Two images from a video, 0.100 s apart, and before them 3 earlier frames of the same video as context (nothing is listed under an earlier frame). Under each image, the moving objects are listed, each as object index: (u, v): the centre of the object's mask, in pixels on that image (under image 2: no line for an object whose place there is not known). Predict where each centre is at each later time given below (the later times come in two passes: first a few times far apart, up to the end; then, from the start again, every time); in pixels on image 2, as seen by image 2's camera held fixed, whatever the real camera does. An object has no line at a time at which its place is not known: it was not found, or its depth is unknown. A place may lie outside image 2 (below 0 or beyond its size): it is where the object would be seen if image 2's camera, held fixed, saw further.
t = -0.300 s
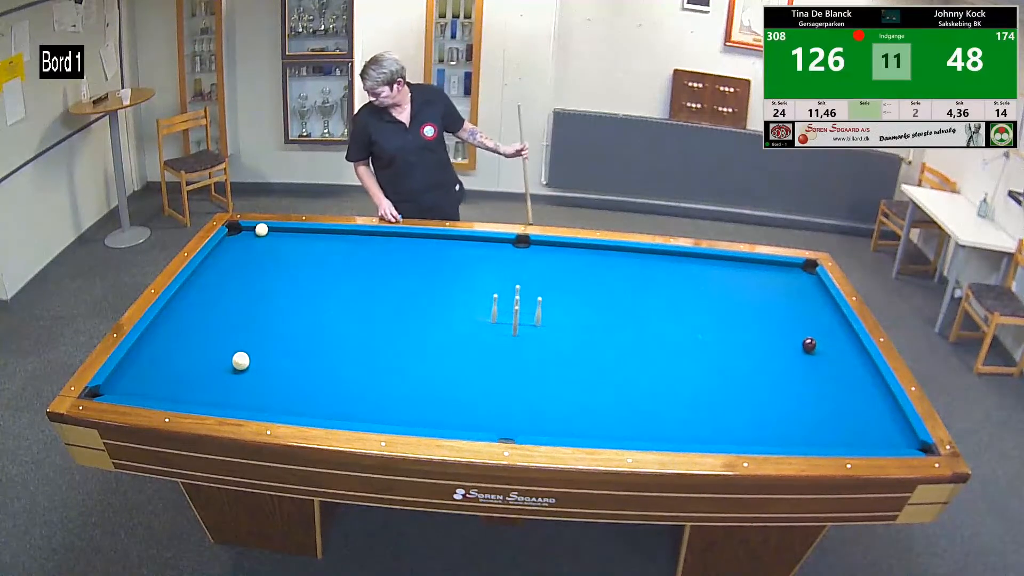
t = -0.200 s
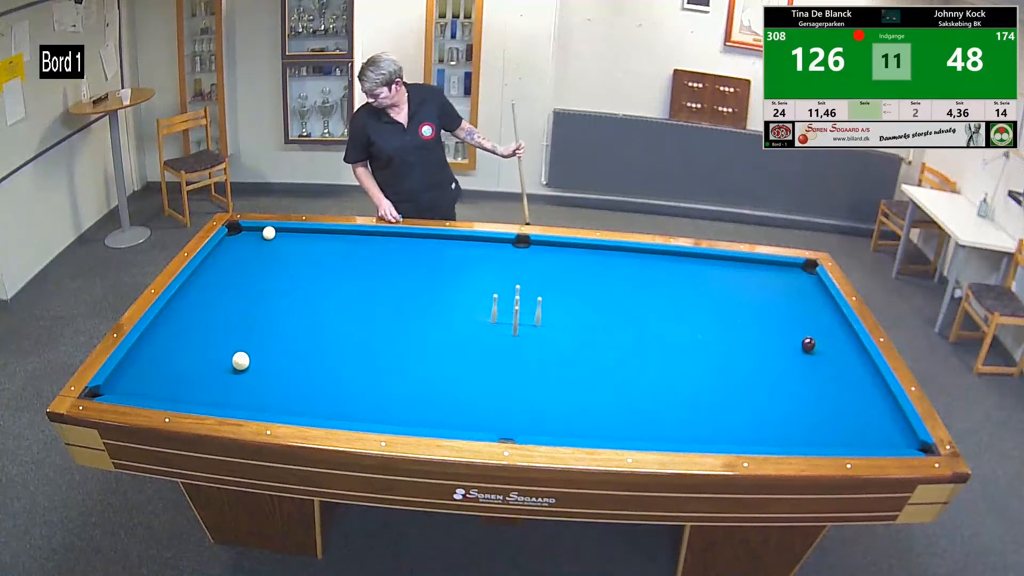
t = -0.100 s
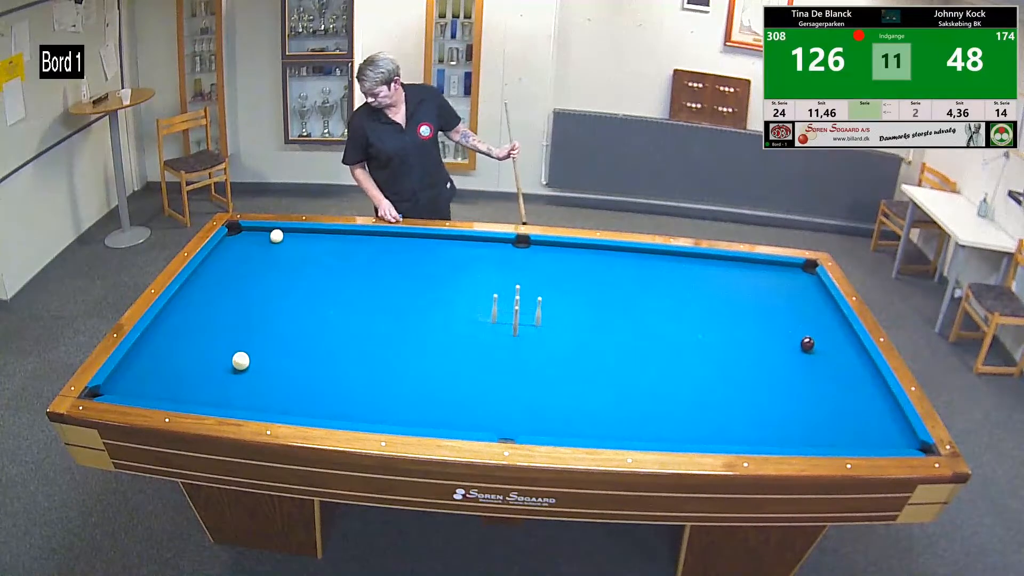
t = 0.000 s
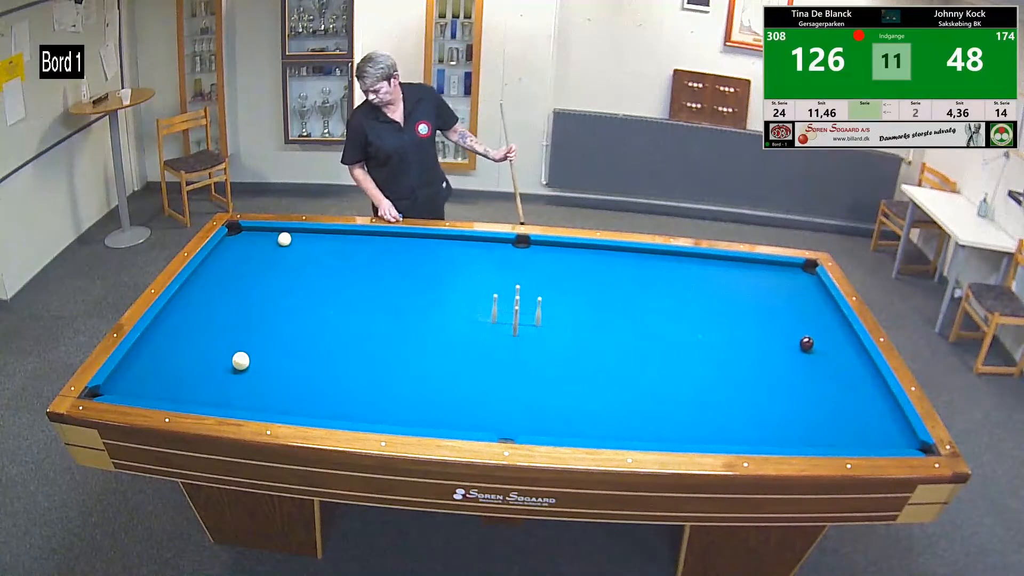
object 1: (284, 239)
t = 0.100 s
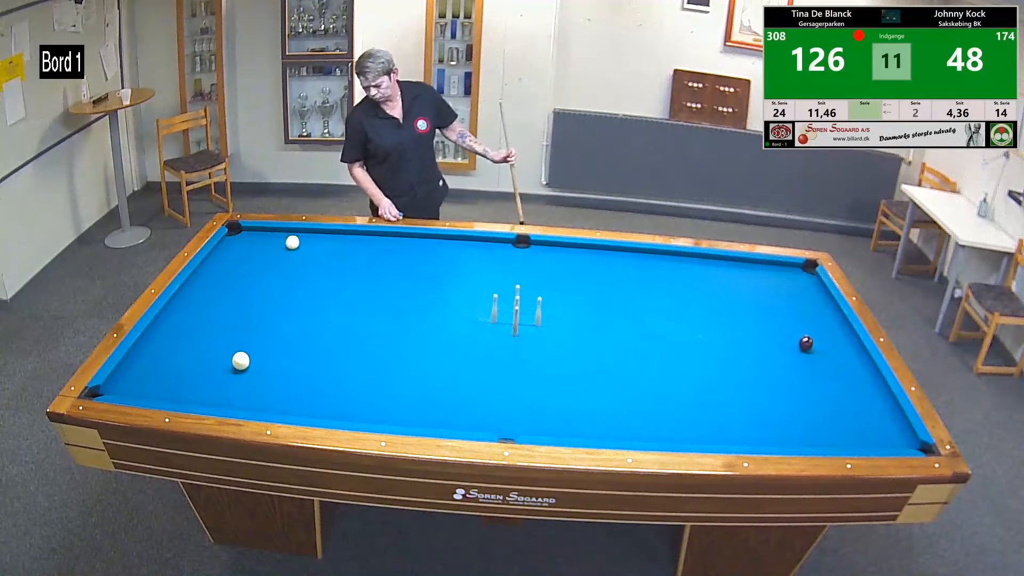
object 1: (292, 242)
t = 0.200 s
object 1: (300, 246)
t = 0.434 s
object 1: (320, 253)
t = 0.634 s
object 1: (337, 260)
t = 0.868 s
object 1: (358, 268)
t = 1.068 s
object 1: (376, 276)
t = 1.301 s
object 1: (398, 285)
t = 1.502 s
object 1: (417, 292)
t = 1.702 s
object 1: (436, 300)
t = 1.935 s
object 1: (460, 309)
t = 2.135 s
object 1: (480, 318)
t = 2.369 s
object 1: (504, 328)
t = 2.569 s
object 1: (523, 336)
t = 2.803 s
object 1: (546, 345)
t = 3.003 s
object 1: (565, 353)
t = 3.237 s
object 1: (587, 364)
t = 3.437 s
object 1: (607, 372)
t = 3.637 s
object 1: (626, 380)
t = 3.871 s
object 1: (647, 389)
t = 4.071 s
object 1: (666, 398)
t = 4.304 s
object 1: (687, 407)
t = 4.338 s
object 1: (690, 408)
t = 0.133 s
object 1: (295, 243)
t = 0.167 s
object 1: (298, 245)
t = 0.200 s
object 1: (300, 246)
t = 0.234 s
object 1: (303, 247)
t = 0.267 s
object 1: (306, 248)
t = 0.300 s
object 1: (309, 249)
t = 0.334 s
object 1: (311, 250)
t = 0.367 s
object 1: (314, 251)
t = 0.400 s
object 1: (317, 252)
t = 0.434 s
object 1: (320, 253)
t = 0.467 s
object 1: (323, 254)
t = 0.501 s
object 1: (325, 255)
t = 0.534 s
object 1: (328, 257)
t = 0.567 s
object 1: (331, 258)
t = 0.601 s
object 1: (334, 259)
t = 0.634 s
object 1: (337, 260)
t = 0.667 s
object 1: (340, 261)
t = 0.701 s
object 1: (343, 263)
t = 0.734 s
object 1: (346, 264)
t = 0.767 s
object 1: (349, 265)
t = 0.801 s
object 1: (352, 266)
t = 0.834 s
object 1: (355, 267)
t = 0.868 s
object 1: (358, 268)
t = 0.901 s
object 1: (361, 270)
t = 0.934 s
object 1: (364, 271)
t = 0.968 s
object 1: (367, 272)
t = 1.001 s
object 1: (370, 273)
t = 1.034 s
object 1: (373, 274)
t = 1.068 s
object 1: (376, 276)
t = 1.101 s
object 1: (379, 277)
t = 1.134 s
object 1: (382, 278)
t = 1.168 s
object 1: (385, 279)
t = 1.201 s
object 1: (388, 281)
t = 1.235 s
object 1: (391, 282)
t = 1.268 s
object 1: (395, 283)
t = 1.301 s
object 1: (398, 285)
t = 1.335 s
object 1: (401, 286)
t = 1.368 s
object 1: (404, 287)
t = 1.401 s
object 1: (407, 288)
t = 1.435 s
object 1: (410, 290)
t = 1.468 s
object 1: (414, 291)
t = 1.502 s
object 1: (417, 292)
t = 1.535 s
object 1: (420, 294)
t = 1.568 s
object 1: (423, 295)
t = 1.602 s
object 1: (427, 296)
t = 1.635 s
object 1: (430, 297)
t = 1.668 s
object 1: (433, 299)
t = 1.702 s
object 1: (436, 300)
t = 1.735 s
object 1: (440, 302)
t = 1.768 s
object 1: (443, 303)
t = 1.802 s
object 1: (446, 304)
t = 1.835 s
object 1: (450, 306)
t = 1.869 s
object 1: (453, 307)
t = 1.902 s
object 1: (456, 308)
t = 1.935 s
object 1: (460, 309)
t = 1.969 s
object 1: (463, 311)
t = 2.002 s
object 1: (466, 312)
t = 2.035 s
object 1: (470, 314)
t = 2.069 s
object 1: (473, 315)
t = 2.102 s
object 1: (476, 317)
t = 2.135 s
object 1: (480, 318)
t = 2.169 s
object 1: (483, 319)
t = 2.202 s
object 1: (486, 321)
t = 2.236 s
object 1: (490, 322)
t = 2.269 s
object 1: (494, 323)
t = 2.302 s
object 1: (497, 325)
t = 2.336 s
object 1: (500, 326)
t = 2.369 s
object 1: (504, 328)
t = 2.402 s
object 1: (507, 329)
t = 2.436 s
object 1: (510, 330)
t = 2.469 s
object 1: (513, 332)
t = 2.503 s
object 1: (516, 333)
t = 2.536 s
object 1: (520, 334)
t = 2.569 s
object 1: (523, 336)
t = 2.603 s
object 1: (526, 337)
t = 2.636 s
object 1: (530, 339)
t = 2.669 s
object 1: (533, 340)
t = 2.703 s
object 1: (536, 341)
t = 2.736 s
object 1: (539, 343)
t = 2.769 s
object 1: (542, 344)
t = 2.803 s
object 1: (546, 345)
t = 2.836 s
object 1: (549, 347)
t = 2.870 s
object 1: (552, 348)
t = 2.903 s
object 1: (555, 349)
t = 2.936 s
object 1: (558, 351)
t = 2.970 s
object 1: (561, 352)
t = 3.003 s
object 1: (565, 353)
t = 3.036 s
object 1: (568, 355)
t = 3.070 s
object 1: (571, 356)
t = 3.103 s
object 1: (574, 358)
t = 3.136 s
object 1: (578, 359)
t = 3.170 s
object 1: (581, 361)
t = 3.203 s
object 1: (584, 362)
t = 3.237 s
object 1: (587, 364)
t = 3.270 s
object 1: (591, 365)
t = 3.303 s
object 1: (594, 366)
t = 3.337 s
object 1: (597, 368)
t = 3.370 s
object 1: (600, 369)
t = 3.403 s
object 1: (603, 370)
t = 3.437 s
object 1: (607, 372)
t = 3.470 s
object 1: (610, 373)
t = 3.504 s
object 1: (613, 374)
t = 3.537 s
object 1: (616, 376)
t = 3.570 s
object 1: (619, 377)
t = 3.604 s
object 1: (622, 379)
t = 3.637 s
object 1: (626, 380)
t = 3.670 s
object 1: (629, 381)
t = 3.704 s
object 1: (632, 383)
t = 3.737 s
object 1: (635, 384)
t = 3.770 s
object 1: (638, 385)
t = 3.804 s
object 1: (641, 387)
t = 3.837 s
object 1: (644, 388)
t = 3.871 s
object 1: (647, 389)
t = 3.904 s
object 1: (650, 391)
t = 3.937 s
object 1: (653, 392)
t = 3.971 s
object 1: (656, 393)
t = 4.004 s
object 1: (660, 395)
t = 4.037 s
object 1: (662, 396)
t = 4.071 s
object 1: (666, 398)
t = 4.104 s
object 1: (669, 399)
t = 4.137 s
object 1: (671, 400)
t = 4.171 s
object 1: (675, 401)
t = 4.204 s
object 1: (678, 403)
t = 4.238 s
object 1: (681, 404)
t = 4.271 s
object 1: (684, 406)
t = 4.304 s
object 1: (687, 407)
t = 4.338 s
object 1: (690, 408)
